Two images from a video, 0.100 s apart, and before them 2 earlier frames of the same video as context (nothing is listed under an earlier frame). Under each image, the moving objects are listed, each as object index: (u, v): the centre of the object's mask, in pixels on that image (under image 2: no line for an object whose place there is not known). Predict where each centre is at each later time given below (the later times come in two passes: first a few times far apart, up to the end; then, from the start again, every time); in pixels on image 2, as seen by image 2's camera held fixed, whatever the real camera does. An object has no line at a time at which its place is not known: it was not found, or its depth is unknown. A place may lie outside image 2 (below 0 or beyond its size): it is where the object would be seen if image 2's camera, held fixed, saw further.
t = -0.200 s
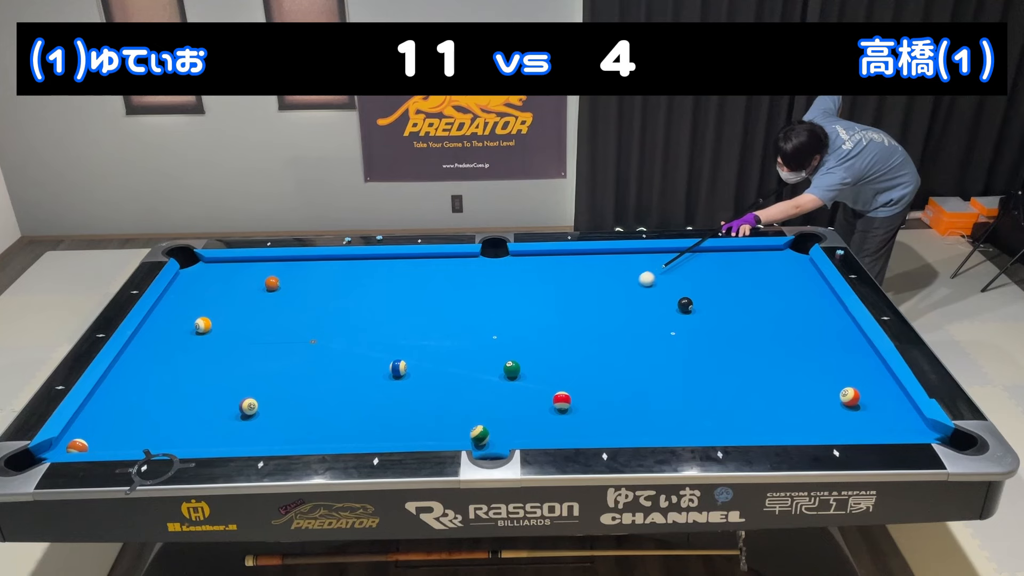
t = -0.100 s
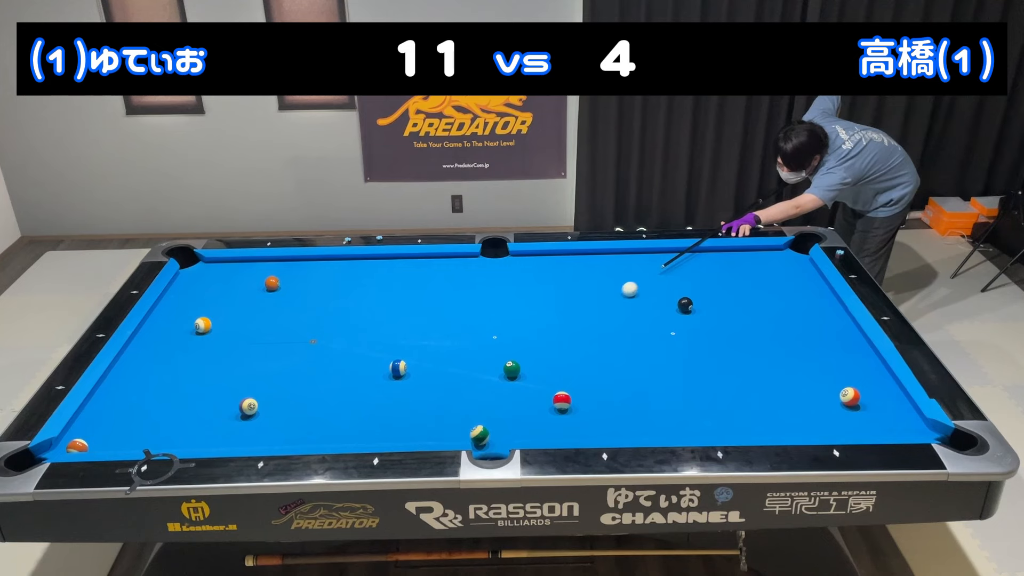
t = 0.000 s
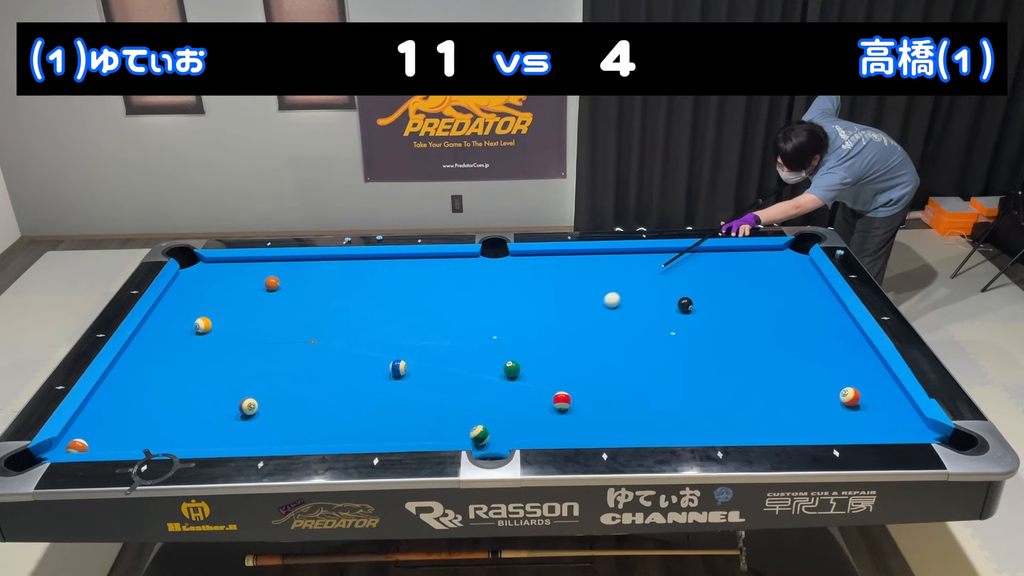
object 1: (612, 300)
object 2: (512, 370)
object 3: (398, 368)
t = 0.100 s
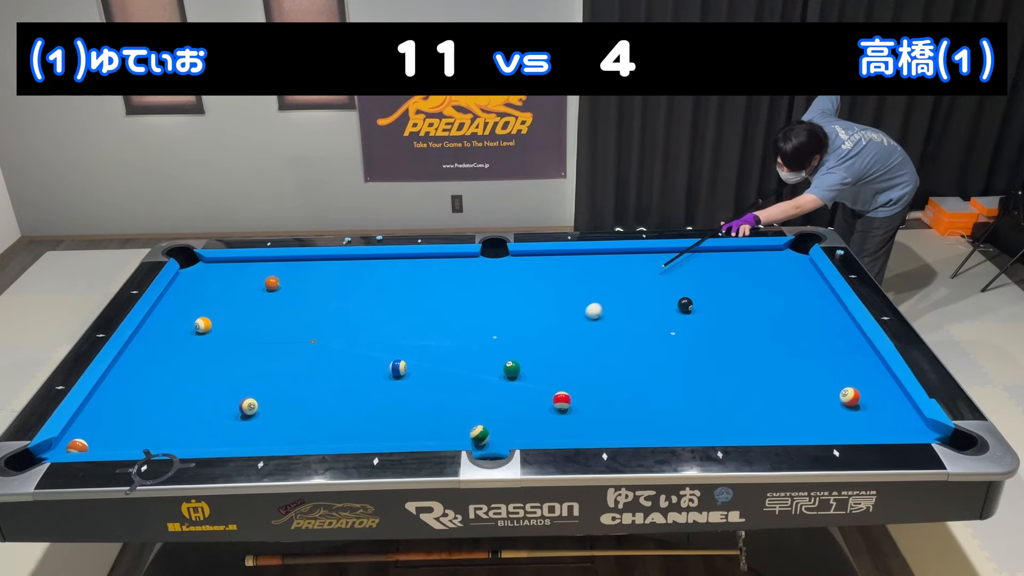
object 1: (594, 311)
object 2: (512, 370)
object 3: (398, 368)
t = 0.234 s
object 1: (568, 327)
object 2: (512, 370)
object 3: (398, 368)
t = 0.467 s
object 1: (521, 355)
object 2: (512, 369)
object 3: (398, 368)
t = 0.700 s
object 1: (479, 363)
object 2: (504, 392)
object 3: (398, 368)
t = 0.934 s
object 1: (438, 368)
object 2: (495, 417)
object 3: (398, 368)
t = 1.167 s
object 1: (407, 375)
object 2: (497, 432)
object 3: (389, 367)
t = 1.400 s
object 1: (391, 384)
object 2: (510, 436)
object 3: (371, 364)
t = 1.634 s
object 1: (375, 393)
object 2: (518, 432)
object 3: (353, 361)
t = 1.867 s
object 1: (360, 402)
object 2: (523, 430)
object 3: (337, 358)
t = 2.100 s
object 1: (345, 410)
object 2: (527, 428)
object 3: (322, 356)
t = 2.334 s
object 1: (330, 418)
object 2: (530, 426)
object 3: (308, 354)
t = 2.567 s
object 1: (316, 426)
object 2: (532, 424)
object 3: (296, 352)
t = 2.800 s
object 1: (303, 433)
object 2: (532, 423)
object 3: (284, 350)
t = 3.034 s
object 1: (290, 438)
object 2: (532, 423)
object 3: (274, 349)
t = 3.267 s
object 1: (282, 439)
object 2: (532, 423)
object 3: (264, 347)
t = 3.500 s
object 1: (277, 437)
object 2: (532, 423)
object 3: (255, 346)
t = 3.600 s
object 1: (275, 437)
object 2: (532, 423)
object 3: (252, 345)
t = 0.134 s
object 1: (587, 315)
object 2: (512, 370)
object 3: (398, 368)
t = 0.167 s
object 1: (581, 319)
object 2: (512, 370)
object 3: (398, 368)
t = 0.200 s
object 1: (575, 323)
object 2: (512, 370)
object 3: (398, 368)
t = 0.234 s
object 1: (568, 327)
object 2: (512, 370)
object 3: (398, 368)
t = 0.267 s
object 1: (562, 331)
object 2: (512, 370)
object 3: (398, 368)
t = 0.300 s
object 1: (555, 334)
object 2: (512, 370)
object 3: (398, 368)
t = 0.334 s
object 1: (549, 339)
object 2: (512, 369)
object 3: (398, 368)
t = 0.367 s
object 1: (542, 343)
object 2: (512, 369)
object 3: (398, 368)
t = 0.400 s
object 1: (535, 347)
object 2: (512, 369)
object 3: (398, 368)
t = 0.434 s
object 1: (528, 351)
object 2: (512, 370)
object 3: (398, 368)
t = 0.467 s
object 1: (521, 355)
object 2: (512, 369)
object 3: (398, 368)
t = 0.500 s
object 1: (514, 357)
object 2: (512, 370)
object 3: (398, 368)
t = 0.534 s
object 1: (508, 358)
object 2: (510, 374)
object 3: (398, 368)
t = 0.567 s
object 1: (503, 360)
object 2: (509, 378)
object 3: (398, 368)
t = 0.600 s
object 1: (497, 360)
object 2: (507, 382)
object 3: (398, 368)
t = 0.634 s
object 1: (491, 361)
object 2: (506, 386)
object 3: (398, 368)
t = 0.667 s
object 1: (485, 362)
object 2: (505, 389)
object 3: (398, 368)
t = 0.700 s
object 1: (479, 363)
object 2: (504, 392)
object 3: (398, 368)
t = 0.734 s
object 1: (473, 363)
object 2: (503, 396)
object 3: (398, 368)
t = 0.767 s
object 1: (467, 364)
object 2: (501, 399)
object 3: (398, 368)
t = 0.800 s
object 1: (461, 365)
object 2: (500, 403)
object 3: (398, 368)
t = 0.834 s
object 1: (455, 366)
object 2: (499, 406)
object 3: (398, 368)
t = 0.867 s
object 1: (450, 366)
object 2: (498, 409)
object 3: (398, 368)
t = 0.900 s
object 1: (444, 367)
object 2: (497, 413)
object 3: (398, 368)
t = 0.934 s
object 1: (438, 368)
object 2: (495, 417)
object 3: (398, 368)
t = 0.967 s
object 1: (432, 369)
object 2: (494, 420)
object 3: (398, 368)
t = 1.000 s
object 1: (426, 369)
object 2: (493, 424)
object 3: (398, 368)
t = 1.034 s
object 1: (421, 370)
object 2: (493, 426)
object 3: (398, 368)
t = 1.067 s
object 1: (415, 371)
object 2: (494, 428)
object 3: (398, 368)
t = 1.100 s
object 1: (412, 372)
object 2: (495, 430)
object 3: (395, 368)
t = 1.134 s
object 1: (410, 374)
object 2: (496, 431)
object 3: (392, 368)
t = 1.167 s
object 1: (407, 375)
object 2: (497, 432)
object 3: (389, 367)
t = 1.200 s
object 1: (405, 376)
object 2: (499, 434)
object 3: (387, 366)
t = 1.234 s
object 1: (403, 378)
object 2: (501, 434)
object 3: (384, 366)
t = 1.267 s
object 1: (400, 379)
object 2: (503, 435)
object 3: (381, 365)
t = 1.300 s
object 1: (398, 380)
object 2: (505, 436)
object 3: (378, 365)
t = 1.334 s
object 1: (396, 381)
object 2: (507, 436)
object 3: (376, 365)
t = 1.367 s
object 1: (393, 383)
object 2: (508, 436)
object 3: (373, 364)
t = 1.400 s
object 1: (391, 384)
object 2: (510, 436)
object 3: (371, 364)
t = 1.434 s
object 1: (389, 385)
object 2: (511, 435)
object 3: (368, 363)
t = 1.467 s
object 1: (386, 387)
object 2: (513, 435)
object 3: (366, 363)
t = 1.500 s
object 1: (384, 388)
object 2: (514, 434)
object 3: (363, 363)
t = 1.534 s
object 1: (382, 389)
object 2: (515, 433)
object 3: (361, 362)
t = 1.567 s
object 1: (380, 391)
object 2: (516, 433)
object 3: (358, 362)
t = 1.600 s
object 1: (377, 392)
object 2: (517, 432)
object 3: (356, 361)
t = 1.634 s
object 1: (375, 393)
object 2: (518, 432)
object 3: (353, 361)
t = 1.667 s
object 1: (373, 394)
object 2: (519, 432)
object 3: (351, 361)
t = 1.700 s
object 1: (371, 396)
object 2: (519, 431)
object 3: (349, 360)
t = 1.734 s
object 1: (368, 397)
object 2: (520, 431)
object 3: (346, 360)
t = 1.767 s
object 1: (366, 398)
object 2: (521, 431)
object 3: (344, 360)
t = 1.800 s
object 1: (364, 400)
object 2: (522, 430)
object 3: (342, 359)
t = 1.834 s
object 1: (362, 401)
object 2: (522, 430)
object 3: (340, 359)
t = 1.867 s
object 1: (360, 402)
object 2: (523, 430)
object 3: (337, 358)
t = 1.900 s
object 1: (358, 403)
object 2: (524, 430)
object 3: (335, 358)
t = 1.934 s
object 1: (355, 404)
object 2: (524, 429)
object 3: (333, 358)
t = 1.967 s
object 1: (353, 405)
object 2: (525, 429)
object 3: (331, 357)
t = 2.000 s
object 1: (351, 407)
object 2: (525, 429)
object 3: (329, 357)
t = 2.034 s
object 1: (349, 408)
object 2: (526, 429)
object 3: (327, 357)
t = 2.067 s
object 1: (347, 409)
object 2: (527, 428)
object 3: (324, 357)
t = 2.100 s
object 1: (345, 410)
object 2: (527, 428)
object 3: (322, 356)
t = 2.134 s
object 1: (343, 411)
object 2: (528, 428)
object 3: (320, 356)
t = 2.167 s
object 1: (340, 413)
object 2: (528, 427)
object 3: (319, 356)
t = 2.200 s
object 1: (338, 414)
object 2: (529, 427)
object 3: (316, 355)
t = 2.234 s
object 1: (336, 415)
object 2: (529, 427)
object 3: (314, 355)
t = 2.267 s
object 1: (334, 416)
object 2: (529, 427)
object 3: (313, 355)
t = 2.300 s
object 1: (332, 417)
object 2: (530, 426)
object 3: (310, 354)
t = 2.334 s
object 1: (330, 418)
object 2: (530, 426)
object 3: (308, 354)
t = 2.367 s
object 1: (328, 419)
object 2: (530, 426)
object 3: (307, 354)
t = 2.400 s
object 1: (326, 420)
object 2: (531, 426)
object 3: (305, 354)
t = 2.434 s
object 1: (324, 422)
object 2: (531, 425)
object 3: (303, 353)
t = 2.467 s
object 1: (322, 423)
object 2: (531, 425)
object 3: (301, 353)
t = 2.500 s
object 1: (320, 424)
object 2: (531, 424)
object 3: (299, 353)
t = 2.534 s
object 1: (318, 424)
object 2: (531, 425)
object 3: (297, 353)
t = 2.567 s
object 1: (316, 426)
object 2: (532, 424)
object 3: (296, 352)
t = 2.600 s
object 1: (314, 427)
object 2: (532, 424)
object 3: (294, 352)
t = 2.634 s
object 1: (312, 428)
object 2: (532, 424)
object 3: (293, 352)
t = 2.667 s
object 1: (310, 429)
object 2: (532, 424)
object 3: (291, 351)
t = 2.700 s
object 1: (308, 430)
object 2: (532, 424)
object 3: (289, 351)
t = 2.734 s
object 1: (306, 431)
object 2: (532, 423)
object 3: (287, 351)
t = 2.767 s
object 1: (305, 432)
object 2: (532, 423)
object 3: (286, 351)
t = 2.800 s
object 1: (303, 433)
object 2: (532, 423)
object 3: (284, 350)
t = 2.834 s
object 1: (301, 434)
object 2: (532, 423)
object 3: (283, 350)
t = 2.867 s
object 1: (299, 435)
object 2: (532, 423)
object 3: (281, 350)
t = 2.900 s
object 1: (297, 436)
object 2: (532, 423)
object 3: (279, 350)
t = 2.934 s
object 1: (296, 436)
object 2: (532, 423)
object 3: (278, 349)
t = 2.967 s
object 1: (294, 437)
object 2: (532, 423)
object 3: (276, 349)
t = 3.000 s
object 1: (292, 437)
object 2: (532, 423)
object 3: (275, 349)
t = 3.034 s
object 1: (290, 438)
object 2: (532, 423)
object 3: (274, 349)
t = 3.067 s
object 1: (288, 439)
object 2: (532, 423)
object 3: (272, 349)
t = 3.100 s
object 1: (287, 439)
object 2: (532, 423)
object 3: (271, 348)
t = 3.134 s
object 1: (285, 439)
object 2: (532, 423)
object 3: (269, 348)
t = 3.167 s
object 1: (284, 439)
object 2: (532, 423)
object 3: (268, 348)
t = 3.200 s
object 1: (283, 439)
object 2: (532, 423)
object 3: (267, 348)
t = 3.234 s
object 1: (283, 439)
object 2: (532, 423)
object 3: (265, 348)
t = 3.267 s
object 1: (282, 439)
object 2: (532, 423)
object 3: (264, 347)
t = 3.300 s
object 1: (281, 438)
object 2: (532, 423)
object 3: (263, 347)
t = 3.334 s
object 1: (281, 438)
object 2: (532, 423)
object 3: (261, 347)
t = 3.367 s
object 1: (280, 438)
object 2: (532, 423)
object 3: (260, 347)
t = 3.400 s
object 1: (279, 438)
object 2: (532, 423)
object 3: (259, 346)
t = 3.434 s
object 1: (279, 437)
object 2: (532, 423)
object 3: (258, 346)
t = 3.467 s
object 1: (278, 437)
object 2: (532, 423)
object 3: (257, 346)
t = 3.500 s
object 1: (277, 437)
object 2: (532, 423)
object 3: (255, 346)
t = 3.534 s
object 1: (276, 437)
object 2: (532, 423)
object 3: (254, 346)
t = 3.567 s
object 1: (276, 437)
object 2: (532, 423)
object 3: (253, 346)
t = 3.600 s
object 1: (275, 437)
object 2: (532, 423)
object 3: (252, 345)
